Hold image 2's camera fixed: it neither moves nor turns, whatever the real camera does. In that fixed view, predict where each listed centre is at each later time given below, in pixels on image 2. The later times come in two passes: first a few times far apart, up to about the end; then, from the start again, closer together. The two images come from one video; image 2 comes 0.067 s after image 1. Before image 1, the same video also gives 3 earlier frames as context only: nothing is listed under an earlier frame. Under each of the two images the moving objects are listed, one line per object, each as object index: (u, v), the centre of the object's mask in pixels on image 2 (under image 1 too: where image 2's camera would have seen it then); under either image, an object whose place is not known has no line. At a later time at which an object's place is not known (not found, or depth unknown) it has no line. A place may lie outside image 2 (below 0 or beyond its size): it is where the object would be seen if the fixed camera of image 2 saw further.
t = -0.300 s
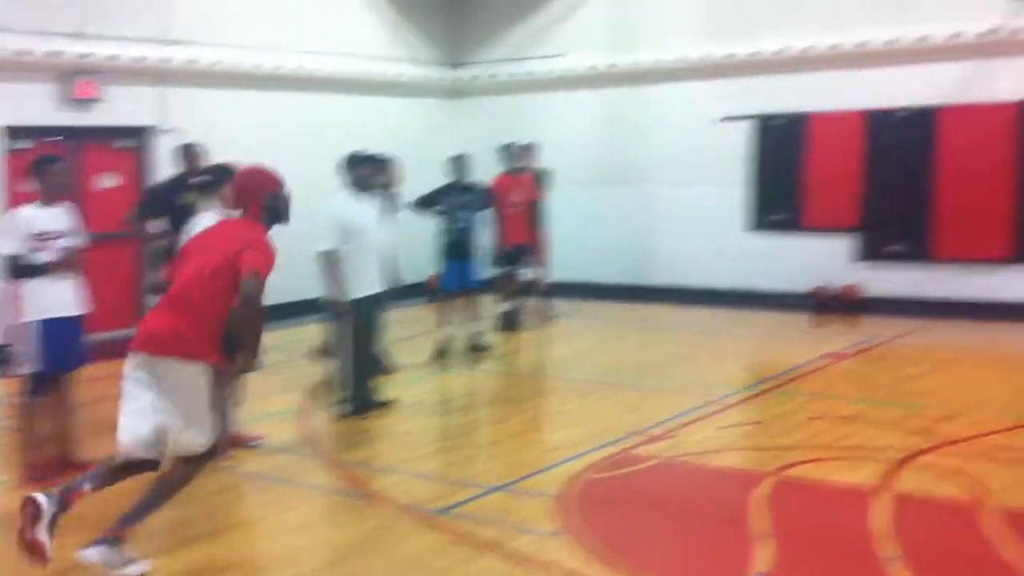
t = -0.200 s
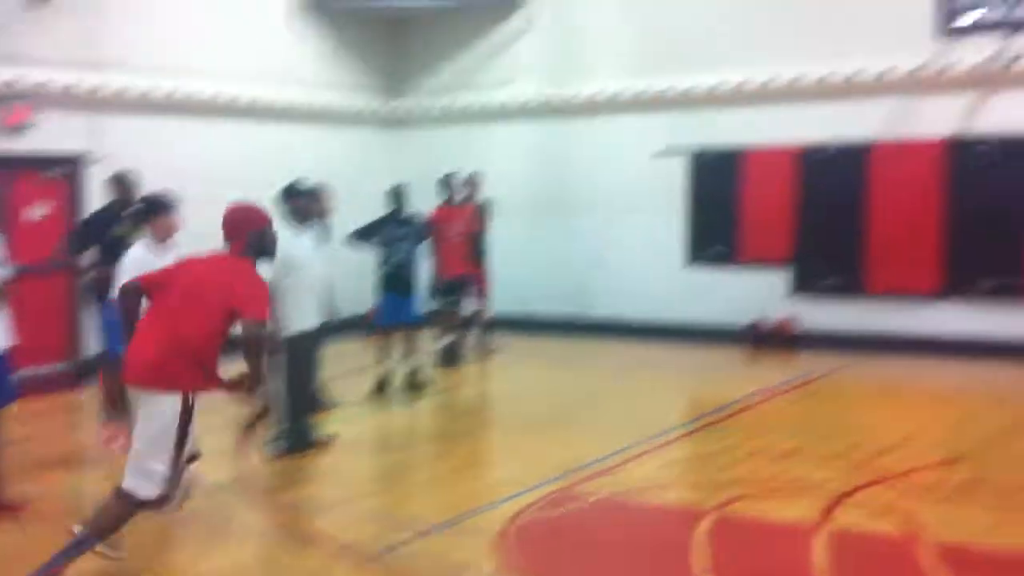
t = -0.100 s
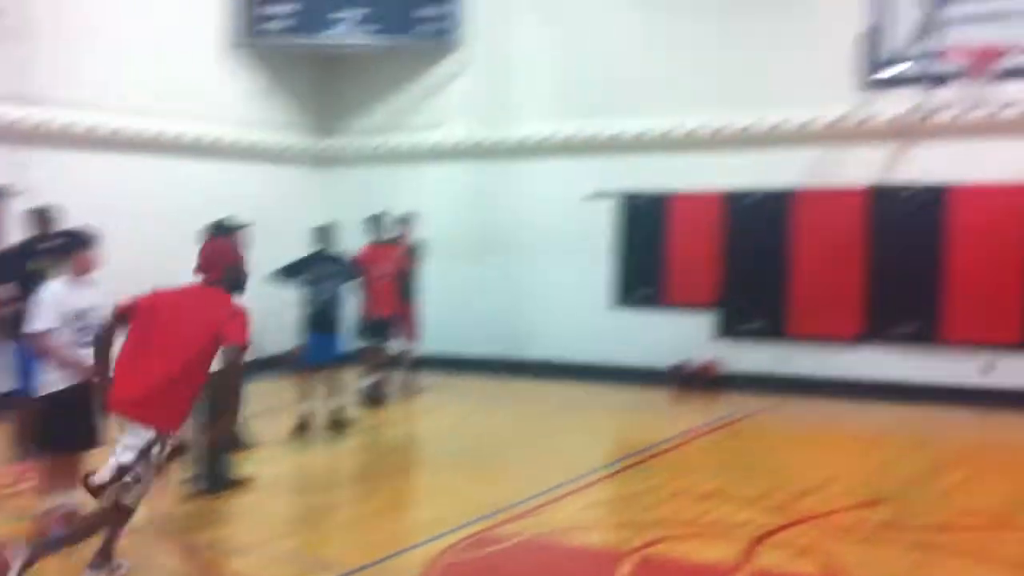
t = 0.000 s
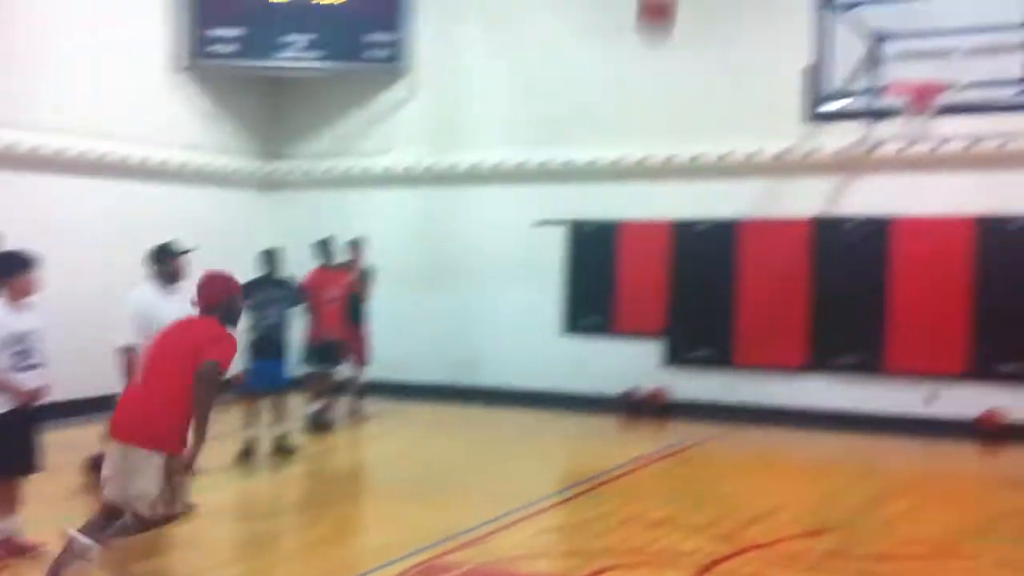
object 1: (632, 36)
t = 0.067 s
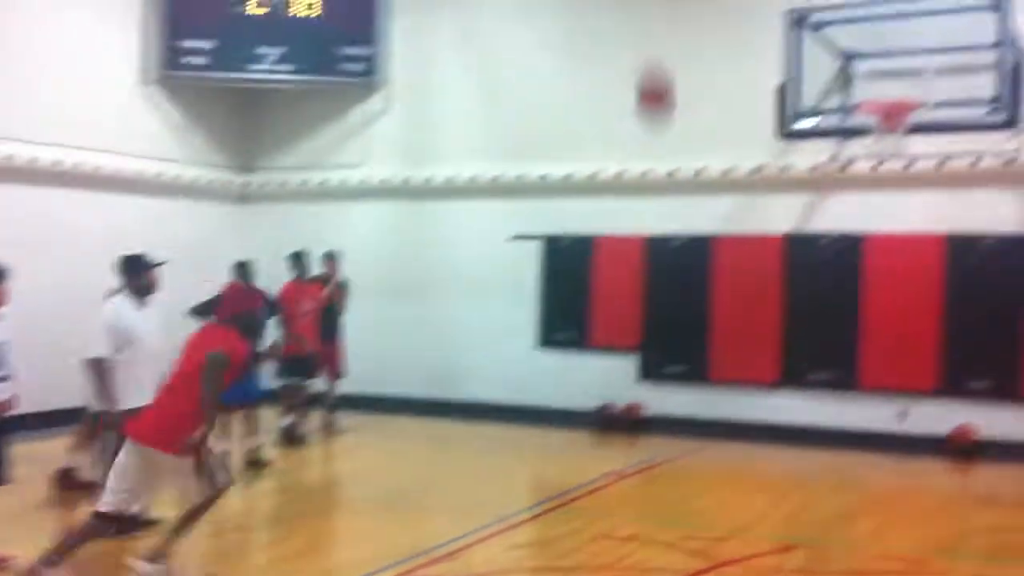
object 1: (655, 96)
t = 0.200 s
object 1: (699, 242)
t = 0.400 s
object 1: (756, 496)
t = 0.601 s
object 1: (787, 363)
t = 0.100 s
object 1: (669, 130)
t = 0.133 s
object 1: (680, 168)
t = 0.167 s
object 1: (690, 202)
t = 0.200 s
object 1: (699, 242)
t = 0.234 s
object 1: (707, 280)
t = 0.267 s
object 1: (719, 323)
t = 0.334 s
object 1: (741, 407)
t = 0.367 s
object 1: (748, 448)
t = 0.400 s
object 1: (756, 496)
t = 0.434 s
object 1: (764, 508)
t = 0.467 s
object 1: (767, 477)
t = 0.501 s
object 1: (771, 442)
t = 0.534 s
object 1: (775, 417)
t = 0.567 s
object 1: (779, 385)
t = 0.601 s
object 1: (787, 363)
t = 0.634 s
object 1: (791, 339)
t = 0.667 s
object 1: (792, 318)
